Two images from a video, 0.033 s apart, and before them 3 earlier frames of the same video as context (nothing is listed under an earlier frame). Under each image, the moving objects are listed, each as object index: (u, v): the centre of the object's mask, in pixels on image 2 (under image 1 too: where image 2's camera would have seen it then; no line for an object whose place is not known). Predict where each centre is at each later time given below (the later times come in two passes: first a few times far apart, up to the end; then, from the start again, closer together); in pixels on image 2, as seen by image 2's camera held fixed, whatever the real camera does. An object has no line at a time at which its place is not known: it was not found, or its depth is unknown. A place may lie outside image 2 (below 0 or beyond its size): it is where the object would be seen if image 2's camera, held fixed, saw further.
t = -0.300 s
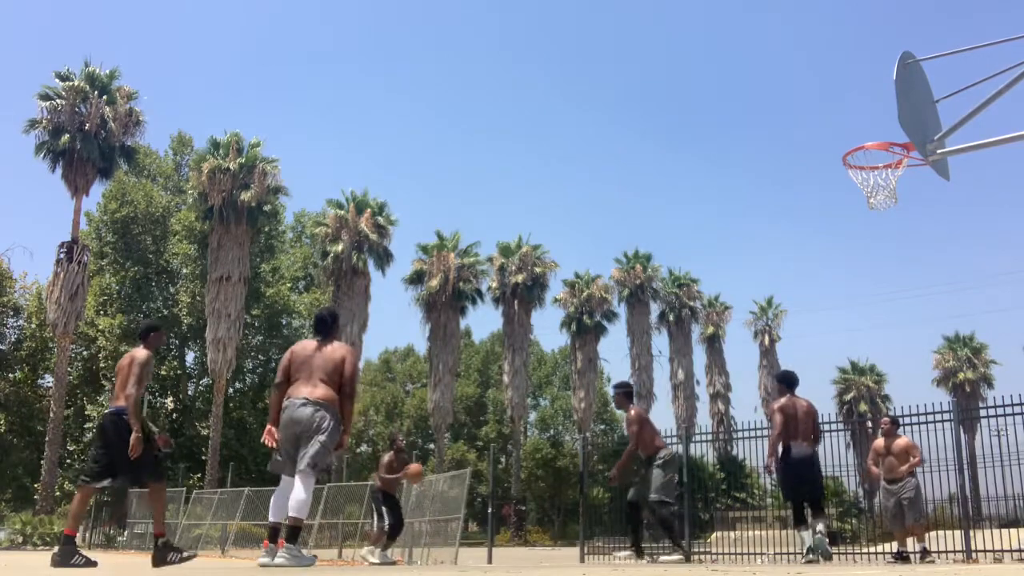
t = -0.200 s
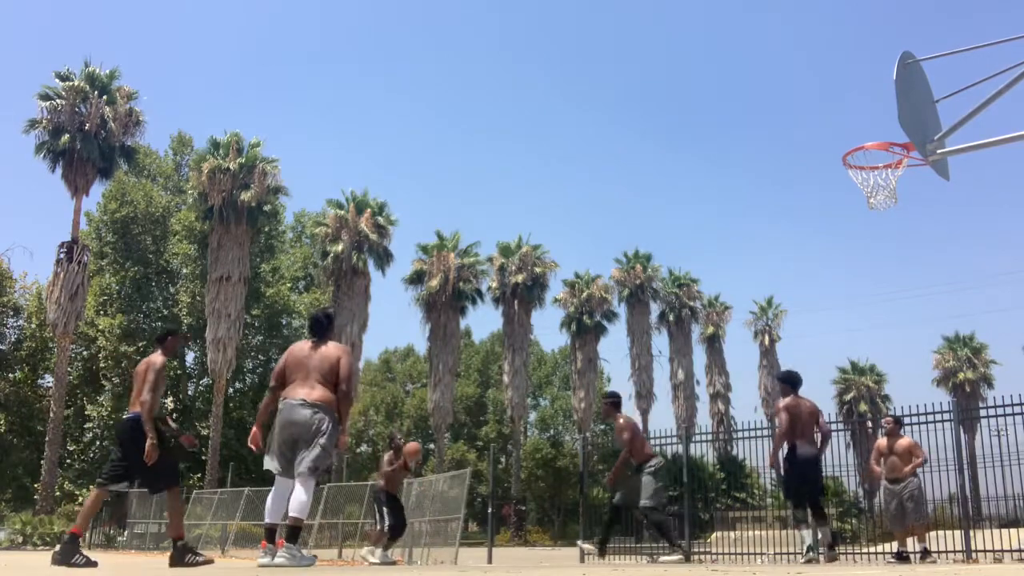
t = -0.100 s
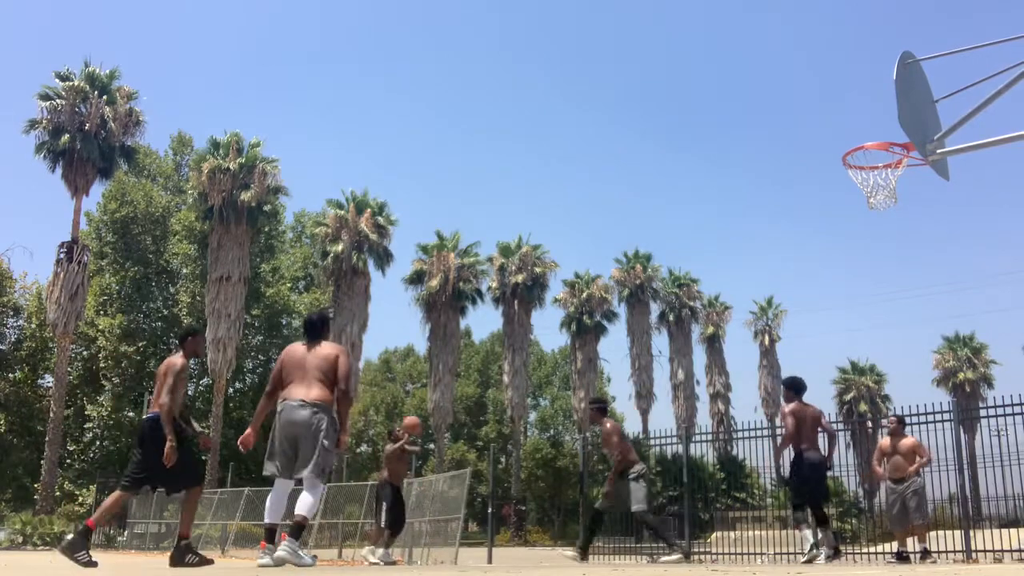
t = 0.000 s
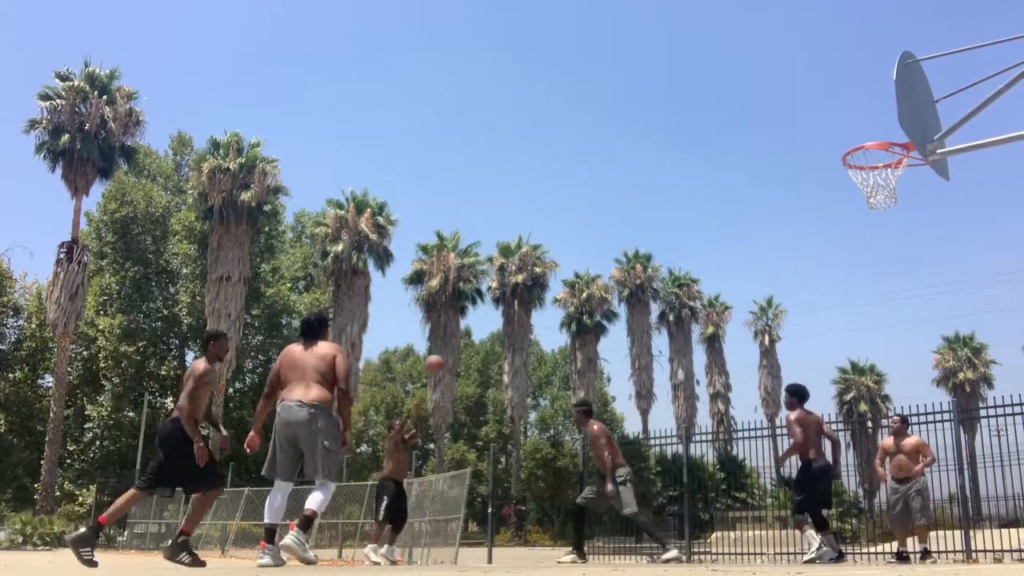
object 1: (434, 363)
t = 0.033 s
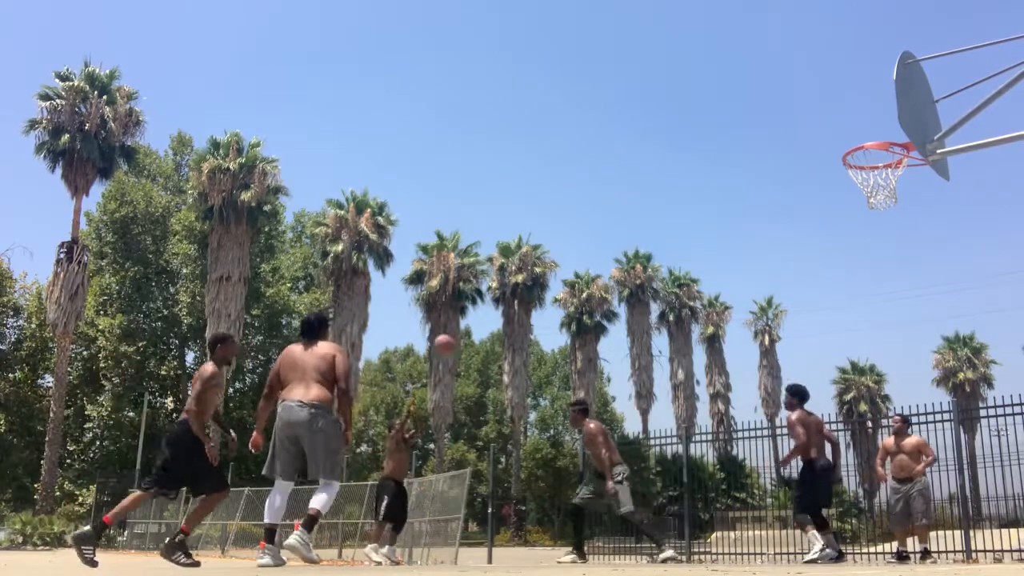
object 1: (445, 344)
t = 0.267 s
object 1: (509, 223)
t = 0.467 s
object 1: (567, 147)
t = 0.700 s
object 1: (644, 90)
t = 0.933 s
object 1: (733, 77)
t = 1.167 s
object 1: (844, 118)
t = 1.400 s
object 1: (867, 192)
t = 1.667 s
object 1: (889, 202)
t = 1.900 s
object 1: (923, 273)
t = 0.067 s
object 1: (452, 324)
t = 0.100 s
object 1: (462, 305)
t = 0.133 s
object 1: (470, 288)
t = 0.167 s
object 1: (480, 271)
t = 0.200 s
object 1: (490, 255)
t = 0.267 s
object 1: (509, 223)
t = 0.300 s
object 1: (518, 209)
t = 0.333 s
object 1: (528, 195)
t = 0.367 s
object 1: (538, 182)
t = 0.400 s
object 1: (547, 169)
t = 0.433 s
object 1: (557, 158)
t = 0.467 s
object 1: (567, 147)
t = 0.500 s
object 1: (578, 136)
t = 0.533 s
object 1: (588, 127)
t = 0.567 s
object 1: (599, 118)
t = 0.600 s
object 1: (610, 110)
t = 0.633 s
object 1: (621, 102)
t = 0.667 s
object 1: (632, 96)
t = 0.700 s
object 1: (644, 90)
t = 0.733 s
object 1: (656, 85)
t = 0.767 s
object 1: (667, 81)
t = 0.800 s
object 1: (680, 79)
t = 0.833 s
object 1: (693, 77)
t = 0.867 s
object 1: (706, 76)
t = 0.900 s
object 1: (719, 76)
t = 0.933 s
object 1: (733, 77)
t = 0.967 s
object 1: (747, 79)
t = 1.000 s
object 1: (762, 83)
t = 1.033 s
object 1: (777, 87)
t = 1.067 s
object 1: (793, 93)
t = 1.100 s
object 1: (809, 100)
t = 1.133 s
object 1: (826, 109)
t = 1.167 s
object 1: (844, 118)
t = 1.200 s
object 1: (862, 130)
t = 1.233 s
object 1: (881, 143)
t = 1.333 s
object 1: (871, 180)
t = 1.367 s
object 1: (871, 187)
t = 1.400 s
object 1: (867, 192)
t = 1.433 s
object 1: (866, 195)
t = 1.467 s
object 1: (867, 194)
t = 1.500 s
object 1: (870, 193)
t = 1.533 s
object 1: (874, 191)
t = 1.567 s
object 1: (877, 195)
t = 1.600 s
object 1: (881, 194)
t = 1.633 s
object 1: (885, 198)
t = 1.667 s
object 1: (889, 202)
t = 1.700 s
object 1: (894, 207)
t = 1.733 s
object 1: (898, 214)
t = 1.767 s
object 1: (902, 223)
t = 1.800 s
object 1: (908, 234)
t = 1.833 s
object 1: (912, 245)
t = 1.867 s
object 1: (917, 258)
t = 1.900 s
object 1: (923, 273)
